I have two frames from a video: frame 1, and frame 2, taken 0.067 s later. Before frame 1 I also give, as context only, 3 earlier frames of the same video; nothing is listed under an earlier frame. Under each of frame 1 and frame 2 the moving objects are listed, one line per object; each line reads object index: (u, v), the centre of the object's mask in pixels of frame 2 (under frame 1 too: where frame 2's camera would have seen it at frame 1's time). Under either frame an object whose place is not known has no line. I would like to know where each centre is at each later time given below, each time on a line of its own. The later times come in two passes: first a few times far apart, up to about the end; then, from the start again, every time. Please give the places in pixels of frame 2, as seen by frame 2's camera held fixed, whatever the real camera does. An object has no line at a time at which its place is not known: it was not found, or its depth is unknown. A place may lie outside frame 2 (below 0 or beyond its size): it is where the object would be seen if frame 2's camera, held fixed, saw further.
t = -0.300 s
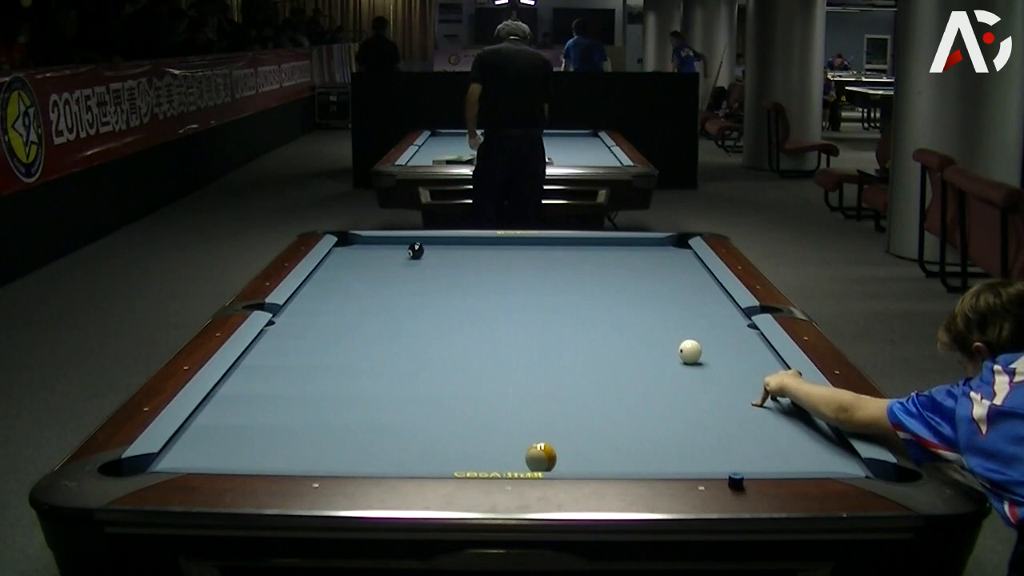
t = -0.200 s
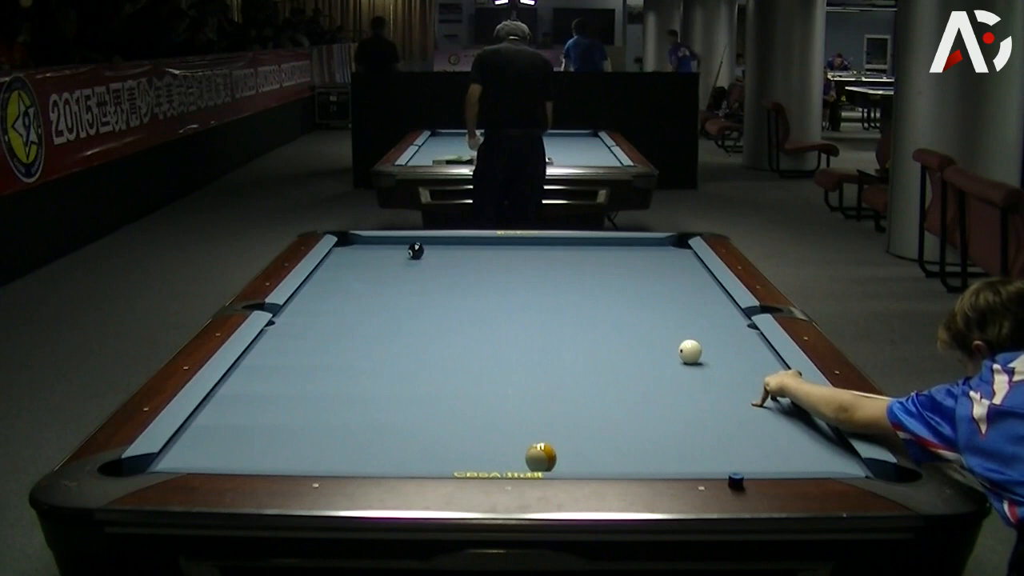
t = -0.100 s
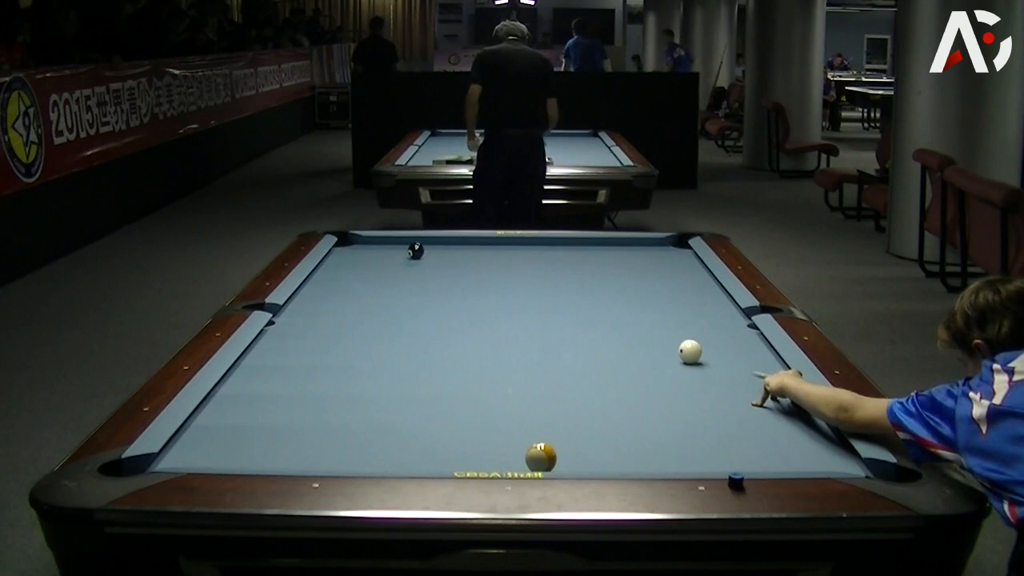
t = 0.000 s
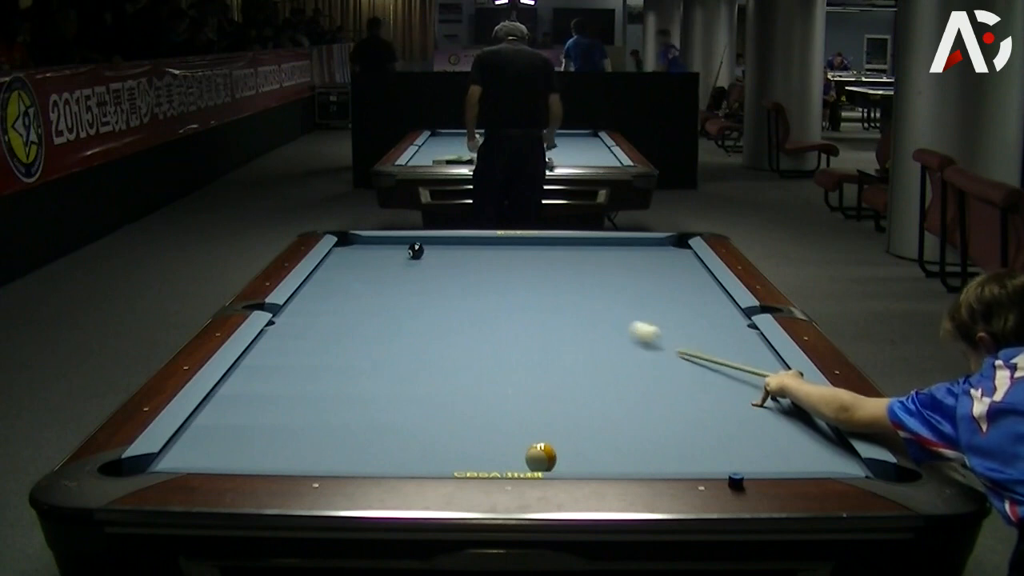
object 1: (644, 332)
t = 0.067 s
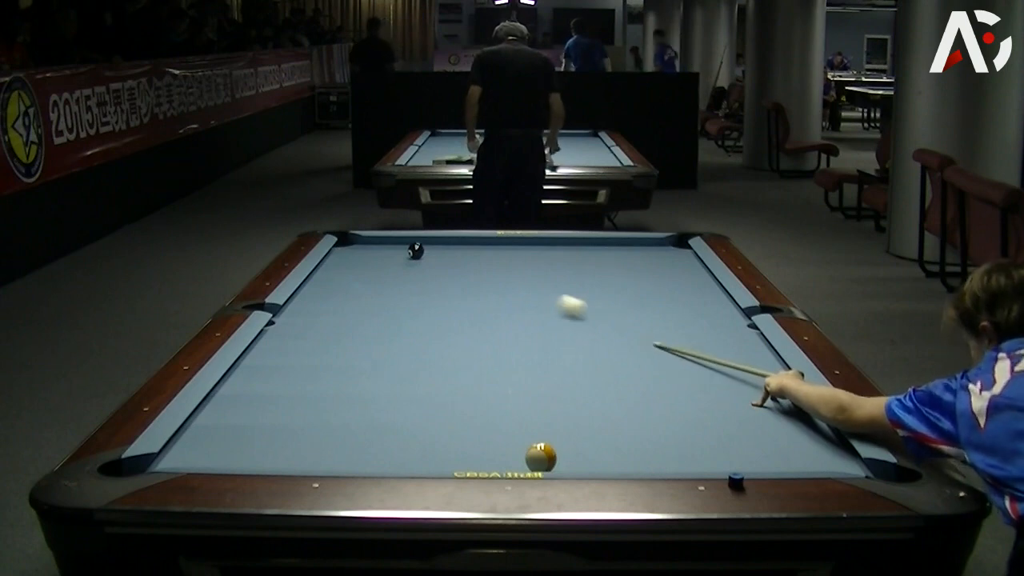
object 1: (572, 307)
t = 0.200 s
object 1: (460, 265)
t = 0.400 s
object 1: (474, 241)
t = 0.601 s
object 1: (527, 247)
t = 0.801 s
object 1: (580, 255)
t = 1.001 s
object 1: (634, 264)
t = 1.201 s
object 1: (691, 272)
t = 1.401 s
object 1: (683, 282)
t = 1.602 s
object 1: (661, 292)
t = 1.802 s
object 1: (637, 302)
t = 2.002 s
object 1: (612, 312)
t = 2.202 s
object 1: (585, 324)
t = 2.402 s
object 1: (556, 336)
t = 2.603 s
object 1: (526, 349)
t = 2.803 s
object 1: (494, 363)
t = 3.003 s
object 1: (460, 377)
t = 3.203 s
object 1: (424, 392)
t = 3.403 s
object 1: (385, 409)
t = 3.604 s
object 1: (345, 426)
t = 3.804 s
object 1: (302, 444)
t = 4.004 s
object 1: (256, 458)
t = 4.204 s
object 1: (221, 456)
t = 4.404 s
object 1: (192, 449)
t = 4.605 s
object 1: (196, 439)
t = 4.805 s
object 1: (219, 432)
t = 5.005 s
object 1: (240, 424)
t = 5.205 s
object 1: (259, 418)
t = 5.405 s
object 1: (277, 411)
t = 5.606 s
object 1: (293, 406)
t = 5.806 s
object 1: (308, 401)
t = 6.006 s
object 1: (321, 396)
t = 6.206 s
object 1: (333, 393)
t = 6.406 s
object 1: (343, 389)
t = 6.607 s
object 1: (353, 386)
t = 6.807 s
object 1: (361, 383)
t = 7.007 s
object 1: (368, 380)
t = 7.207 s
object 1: (374, 378)
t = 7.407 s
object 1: (380, 377)
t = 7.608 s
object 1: (383, 376)
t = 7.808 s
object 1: (386, 374)
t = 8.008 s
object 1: (388, 373)
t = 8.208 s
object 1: (389, 372)
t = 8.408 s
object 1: (390, 372)
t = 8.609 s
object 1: (390, 372)
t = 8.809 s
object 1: (390, 372)
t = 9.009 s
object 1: (390, 372)
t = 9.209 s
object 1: (390, 372)
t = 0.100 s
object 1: (539, 294)
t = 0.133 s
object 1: (510, 283)
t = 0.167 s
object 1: (484, 274)
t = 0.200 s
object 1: (460, 265)
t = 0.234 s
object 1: (439, 256)
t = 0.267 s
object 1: (433, 251)
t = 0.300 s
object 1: (444, 248)
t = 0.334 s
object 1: (455, 246)
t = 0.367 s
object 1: (465, 244)
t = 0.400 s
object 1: (474, 241)
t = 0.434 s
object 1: (483, 240)
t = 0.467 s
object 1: (492, 241)
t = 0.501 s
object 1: (500, 243)
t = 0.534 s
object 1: (509, 244)
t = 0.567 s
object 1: (518, 246)
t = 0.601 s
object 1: (527, 247)
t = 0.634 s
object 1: (536, 248)
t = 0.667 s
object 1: (545, 250)
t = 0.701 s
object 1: (553, 251)
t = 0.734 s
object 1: (562, 253)
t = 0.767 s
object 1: (571, 254)
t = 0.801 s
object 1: (580, 255)
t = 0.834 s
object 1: (589, 257)
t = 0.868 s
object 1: (597, 258)
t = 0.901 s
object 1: (607, 260)
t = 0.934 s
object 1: (616, 261)
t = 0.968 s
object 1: (625, 263)
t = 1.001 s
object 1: (634, 264)
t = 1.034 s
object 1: (643, 265)
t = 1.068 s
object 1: (653, 267)
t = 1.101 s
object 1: (662, 268)
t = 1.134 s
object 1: (672, 270)
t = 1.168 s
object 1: (681, 271)
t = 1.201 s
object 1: (691, 272)
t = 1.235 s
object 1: (701, 274)
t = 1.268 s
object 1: (701, 276)
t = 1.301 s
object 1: (696, 277)
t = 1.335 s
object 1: (691, 279)
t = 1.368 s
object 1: (687, 280)
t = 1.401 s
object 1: (683, 282)
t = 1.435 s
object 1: (679, 283)
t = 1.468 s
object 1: (676, 283)
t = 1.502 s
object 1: (673, 283)
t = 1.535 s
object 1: (668, 289)
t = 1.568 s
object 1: (664, 291)
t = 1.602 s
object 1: (661, 292)
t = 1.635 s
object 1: (657, 293)
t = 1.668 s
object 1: (653, 295)
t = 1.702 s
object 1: (649, 296)
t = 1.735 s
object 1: (645, 298)
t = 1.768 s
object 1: (641, 300)
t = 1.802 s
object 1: (637, 302)
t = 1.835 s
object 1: (633, 303)
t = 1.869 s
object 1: (629, 305)
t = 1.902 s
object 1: (625, 307)
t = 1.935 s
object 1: (620, 309)
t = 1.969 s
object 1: (616, 311)
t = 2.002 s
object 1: (612, 312)
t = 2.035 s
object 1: (608, 314)
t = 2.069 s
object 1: (603, 316)
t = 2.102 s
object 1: (599, 318)
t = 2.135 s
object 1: (594, 320)
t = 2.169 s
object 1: (590, 322)
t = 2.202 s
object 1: (585, 324)
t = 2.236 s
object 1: (581, 326)
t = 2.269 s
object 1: (576, 328)
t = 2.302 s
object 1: (571, 330)
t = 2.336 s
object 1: (566, 332)
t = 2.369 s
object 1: (562, 334)
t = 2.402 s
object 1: (556, 336)
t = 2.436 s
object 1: (552, 338)
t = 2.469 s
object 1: (547, 341)
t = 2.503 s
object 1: (542, 342)
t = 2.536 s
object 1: (537, 345)
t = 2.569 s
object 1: (531, 347)
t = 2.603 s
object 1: (526, 349)
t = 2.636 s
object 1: (521, 351)
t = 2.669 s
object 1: (516, 354)
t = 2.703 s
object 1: (511, 356)
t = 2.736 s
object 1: (505, 358)
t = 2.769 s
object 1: (500, 360)
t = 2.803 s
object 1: (494, 363)
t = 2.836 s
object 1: (488, 365)
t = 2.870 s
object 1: (483, 367)
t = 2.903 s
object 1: (477, 370)
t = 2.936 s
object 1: (472, 372)
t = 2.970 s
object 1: (466, 374)
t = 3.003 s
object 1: (460, 377)
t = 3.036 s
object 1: (454, 379)
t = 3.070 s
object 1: (448, 382)
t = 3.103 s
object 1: (442, 384)
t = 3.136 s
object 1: (436, 387)
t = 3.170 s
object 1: (430, 389)
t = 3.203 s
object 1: (424, 392)
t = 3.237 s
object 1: (418, 395)
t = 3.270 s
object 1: (412, 397)
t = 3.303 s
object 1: (405, 400)
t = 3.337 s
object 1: (399, 403)
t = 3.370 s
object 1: (392, 406)
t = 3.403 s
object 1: (385, 409)
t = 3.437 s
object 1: (379, 411)
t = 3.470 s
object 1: (373, 414)
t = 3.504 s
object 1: (366, 417)
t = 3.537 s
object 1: (359, 420)
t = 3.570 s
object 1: (352, 423)
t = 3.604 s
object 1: (345, 426)
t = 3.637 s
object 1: (338, 429)
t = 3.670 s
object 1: (331, 432)
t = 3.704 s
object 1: (324, 435)
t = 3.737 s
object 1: (316, 438)
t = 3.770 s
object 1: (309, 441)
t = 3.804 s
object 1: (302, 444)
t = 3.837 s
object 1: (294, 447)
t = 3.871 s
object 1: (287, 450)
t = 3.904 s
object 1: (280, 453)
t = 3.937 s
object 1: (272, 455)
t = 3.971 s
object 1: (264, 457)
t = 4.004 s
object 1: (256, 458)
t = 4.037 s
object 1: (248, 460)
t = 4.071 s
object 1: (241, 460)
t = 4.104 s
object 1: (236, 459)
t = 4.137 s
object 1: (231, 458)
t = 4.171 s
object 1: (226, 457)
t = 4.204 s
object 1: (221, 456)
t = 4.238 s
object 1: (216, 455)
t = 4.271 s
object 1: (211, 454)
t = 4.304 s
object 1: (206, 452)
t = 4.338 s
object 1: (201, 451)
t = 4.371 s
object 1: (196, 450)
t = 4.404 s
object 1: (192, 449)
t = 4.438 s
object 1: (187, 447)
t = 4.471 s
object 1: (183, 445)
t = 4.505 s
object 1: (184, 444)
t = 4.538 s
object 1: (188, 442)
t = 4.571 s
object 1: (192, 440)
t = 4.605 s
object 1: (196, 439)
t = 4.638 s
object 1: (200, 438)
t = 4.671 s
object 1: (203, 436)
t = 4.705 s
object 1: (207, 435)
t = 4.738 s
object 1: (212, 434)
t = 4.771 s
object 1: (215, 433)
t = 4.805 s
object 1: (219, 432)
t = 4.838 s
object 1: (223, 430)
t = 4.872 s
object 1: (226, 429)
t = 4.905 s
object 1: (230, 428)
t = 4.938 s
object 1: (233, 426)
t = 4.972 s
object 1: (237, 425)
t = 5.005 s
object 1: (240, 424)
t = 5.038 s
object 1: (243, 423)
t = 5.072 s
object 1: (246, 422)
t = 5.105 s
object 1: (250, 421)
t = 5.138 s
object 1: (253, 420)
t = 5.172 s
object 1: (256, 419)
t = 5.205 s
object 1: (259, 418)
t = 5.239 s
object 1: (262, 416)
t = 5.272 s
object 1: (265, 415)
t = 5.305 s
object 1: (268, 414)
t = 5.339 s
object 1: (271, 413)
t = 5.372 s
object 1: (274, 412)
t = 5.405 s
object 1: (277, 411)
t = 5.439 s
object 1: (280, 410)
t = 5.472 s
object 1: (283, 409)
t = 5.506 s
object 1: (285, 408)
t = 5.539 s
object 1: (288, 408)
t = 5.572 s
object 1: (290, 407)
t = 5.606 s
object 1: (293, 406)
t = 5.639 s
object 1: (295, 405)
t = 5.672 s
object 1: (298, 404)
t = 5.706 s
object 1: (300, 403)
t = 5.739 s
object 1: (303, 402)
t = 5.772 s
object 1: (305, 402)
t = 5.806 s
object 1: (308, 401)
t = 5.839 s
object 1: (310, 400)
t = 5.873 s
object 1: (312, 399)
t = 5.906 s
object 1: (314, 398)
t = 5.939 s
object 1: (317, 398)
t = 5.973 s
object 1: (319, 397)
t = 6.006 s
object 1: (321, 396)
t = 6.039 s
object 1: (323, 396)
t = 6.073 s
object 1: (325, 395)
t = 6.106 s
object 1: (327, 394)
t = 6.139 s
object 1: (329, 394)
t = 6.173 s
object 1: (331, 393)
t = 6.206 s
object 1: (333, 393)
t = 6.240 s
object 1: (335, 392)
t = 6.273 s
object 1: (337, 391)
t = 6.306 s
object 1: (338, 391)
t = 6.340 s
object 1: (340, 390)
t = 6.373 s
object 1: (342, 389)
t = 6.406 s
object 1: (343, 389)
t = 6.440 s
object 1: (345, 388)
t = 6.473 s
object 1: (347, 388)
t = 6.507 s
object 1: (348, 387)
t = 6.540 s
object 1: (350, 387)
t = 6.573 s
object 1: (351, 386)
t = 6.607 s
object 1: (353, 386)
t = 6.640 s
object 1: (354, 385)
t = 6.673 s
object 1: (356, 385)
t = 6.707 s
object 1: (357, 384)
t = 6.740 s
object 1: (358, 384)
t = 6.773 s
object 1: (359, 383)
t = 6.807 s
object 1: (361, 383)
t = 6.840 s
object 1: (362, 382)
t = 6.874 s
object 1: (364, 382)
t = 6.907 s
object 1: (365, 381)
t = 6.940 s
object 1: (366, 381)
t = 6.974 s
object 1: (367, 381)
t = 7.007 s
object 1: (368, 380)
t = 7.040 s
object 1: (370, 380)
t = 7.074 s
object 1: (370, 380)
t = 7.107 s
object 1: (371, 379)
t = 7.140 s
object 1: (372, 379)
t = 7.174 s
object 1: (373, 379)
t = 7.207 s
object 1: (374, 378)
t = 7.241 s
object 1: (375, 378)
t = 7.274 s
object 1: (376, 378)
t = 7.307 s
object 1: (377, 378)
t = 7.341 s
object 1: (378, 377)
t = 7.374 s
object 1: (379, 377)
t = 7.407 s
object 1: (380, 377)
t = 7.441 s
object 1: (380, 377)
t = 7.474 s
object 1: (381, 376)
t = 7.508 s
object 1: (382, 376)
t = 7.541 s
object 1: (382, 376)
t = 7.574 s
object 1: (383, 376)
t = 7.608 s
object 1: (383, 376)
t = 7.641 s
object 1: (384, 375)
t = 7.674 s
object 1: (384, 375)
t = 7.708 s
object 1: (385, 374)
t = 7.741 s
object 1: (385, 374)
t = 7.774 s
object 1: (386, 374)
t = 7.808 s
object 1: (386, 374)
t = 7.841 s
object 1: (387, 374)
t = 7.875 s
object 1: (387, 373)
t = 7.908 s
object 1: (387, 373)
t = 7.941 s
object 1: (388, 373)
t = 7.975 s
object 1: (388, 373)
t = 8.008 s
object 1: (388, 373)
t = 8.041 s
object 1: (388, 373)
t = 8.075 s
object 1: (389, 373)
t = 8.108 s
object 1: (389, 373)
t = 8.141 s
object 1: (389, 373)
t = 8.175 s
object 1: (389, 372)
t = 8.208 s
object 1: (389, 372)
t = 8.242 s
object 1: (390, 372)
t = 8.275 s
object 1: (390, 372)
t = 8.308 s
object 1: (390, 372)
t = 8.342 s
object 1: (390, 372)
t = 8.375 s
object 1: (390, 372)
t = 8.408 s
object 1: (390, 372)
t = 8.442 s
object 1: (390, 372)
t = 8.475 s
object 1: (390, 372)
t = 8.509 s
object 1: (390, 372)
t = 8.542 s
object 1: (390, 372)
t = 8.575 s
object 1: (390, 372)
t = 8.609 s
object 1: (390, 372)
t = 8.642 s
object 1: (390, 372)
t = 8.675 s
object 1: (390, 372)
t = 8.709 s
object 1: (390, 372)
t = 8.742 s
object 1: (390, 372)
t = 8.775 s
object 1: (390, 372)
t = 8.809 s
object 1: (390, 372)
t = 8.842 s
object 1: (390, 372)
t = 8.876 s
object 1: (390, 372)
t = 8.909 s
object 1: (390, 372)
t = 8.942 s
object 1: (390, 372)
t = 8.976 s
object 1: (390, 372)
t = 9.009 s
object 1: (390, 372)
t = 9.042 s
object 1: (390, 372)
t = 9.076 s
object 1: (390, 372)
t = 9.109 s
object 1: (390, 372)
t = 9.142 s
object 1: (390, 372)
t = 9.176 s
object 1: (390, 372)
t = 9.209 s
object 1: (390, 372)
